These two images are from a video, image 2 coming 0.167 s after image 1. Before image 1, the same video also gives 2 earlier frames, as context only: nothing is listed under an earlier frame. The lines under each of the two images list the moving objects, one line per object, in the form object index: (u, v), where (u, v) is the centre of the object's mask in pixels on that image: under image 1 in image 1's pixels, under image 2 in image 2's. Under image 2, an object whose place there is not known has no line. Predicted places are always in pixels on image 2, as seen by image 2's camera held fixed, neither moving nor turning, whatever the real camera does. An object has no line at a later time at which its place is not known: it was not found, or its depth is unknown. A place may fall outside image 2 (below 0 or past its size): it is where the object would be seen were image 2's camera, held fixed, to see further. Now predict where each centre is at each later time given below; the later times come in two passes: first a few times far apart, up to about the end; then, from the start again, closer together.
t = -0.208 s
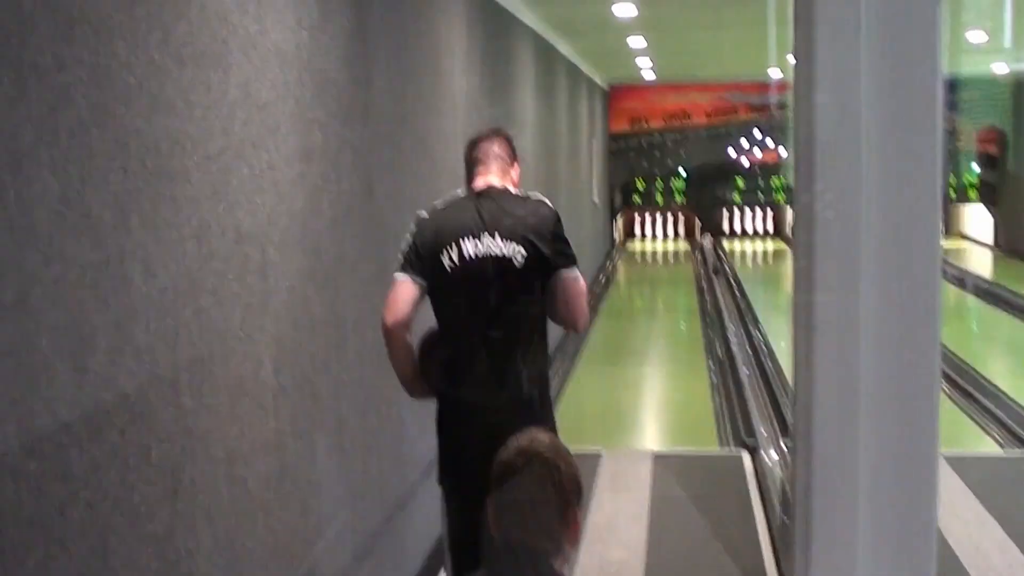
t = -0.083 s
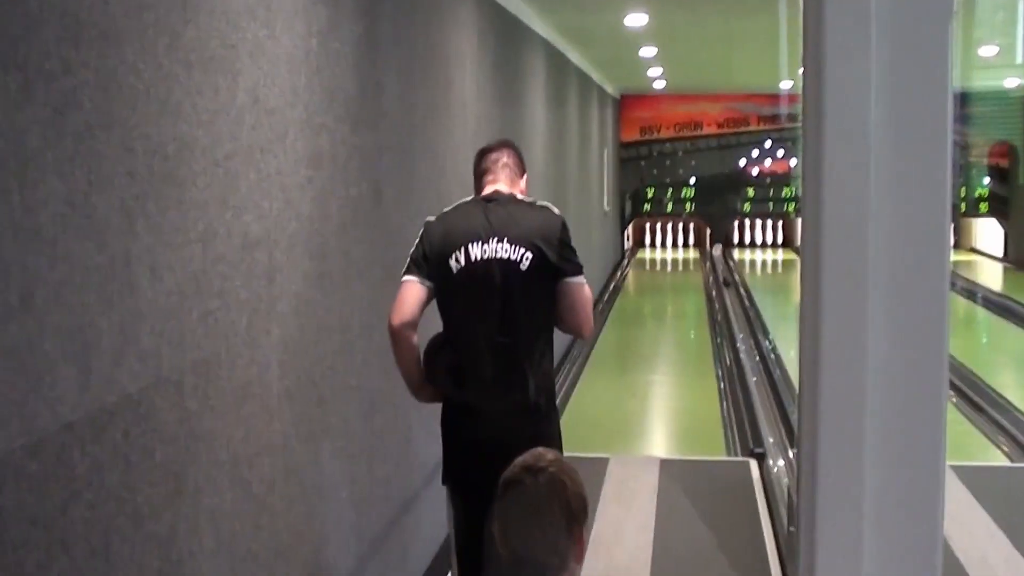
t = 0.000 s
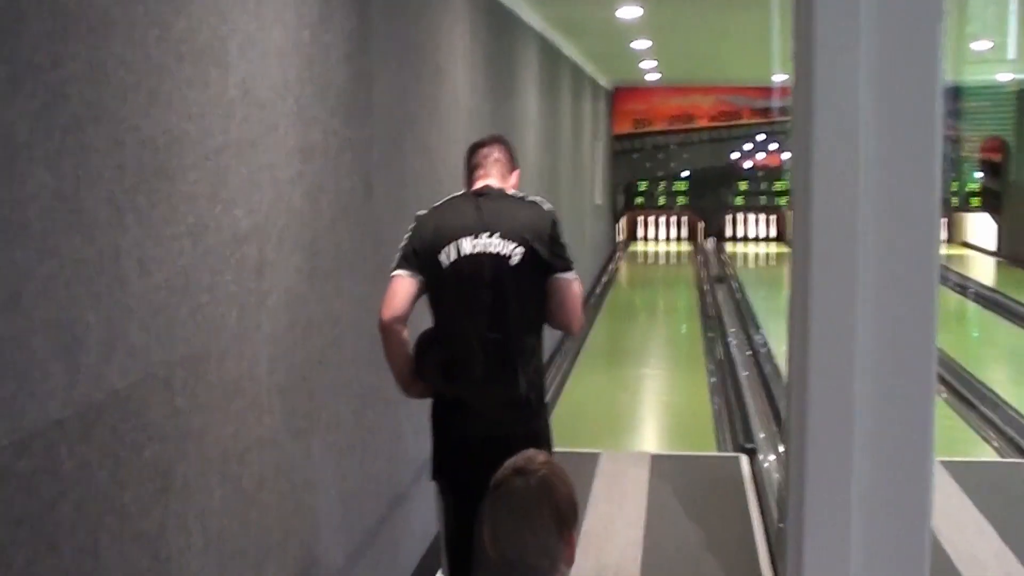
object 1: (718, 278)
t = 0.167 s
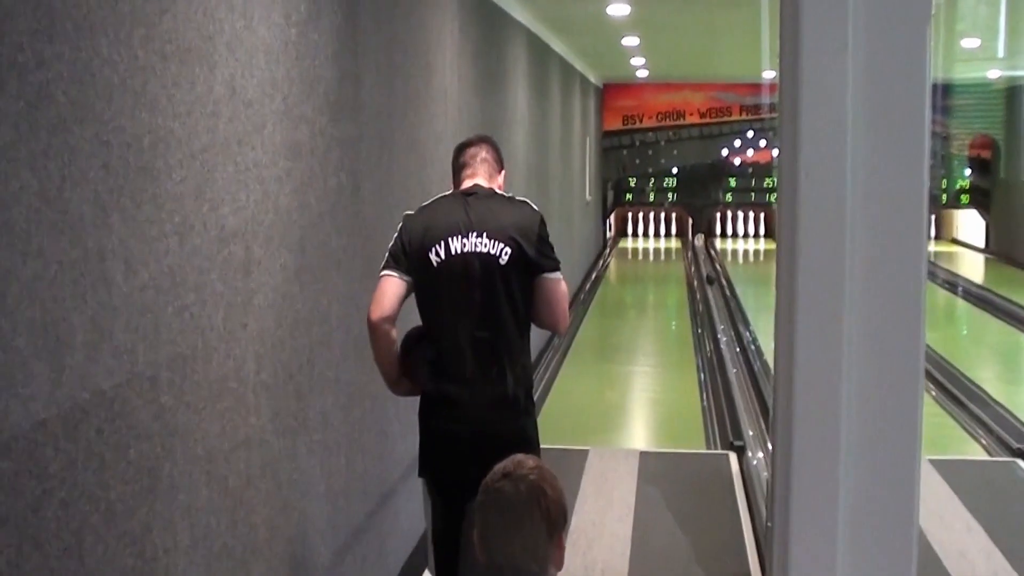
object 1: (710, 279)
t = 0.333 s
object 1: (710, 284)
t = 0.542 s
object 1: (712, 290)
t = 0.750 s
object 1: (715, 296)
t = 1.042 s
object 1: (719, 306)
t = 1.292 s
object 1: (721, 316)
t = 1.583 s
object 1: (725, 329)
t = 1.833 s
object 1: (729, 343)
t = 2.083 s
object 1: (734, 357)
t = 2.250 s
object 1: (737, 366)
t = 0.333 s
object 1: (710, 284)
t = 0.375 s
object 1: (711, 285)
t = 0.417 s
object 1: (712, 287)
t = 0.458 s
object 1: (712, 288)
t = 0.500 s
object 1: (712, 288)
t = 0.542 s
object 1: (712, 290)
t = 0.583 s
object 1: (713, 291)
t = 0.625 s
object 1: (713, 292)
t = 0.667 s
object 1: (713, 293)
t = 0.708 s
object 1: (714, 295)
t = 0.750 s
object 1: (715, 296)
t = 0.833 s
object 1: (716, 299)
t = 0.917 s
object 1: (717, 302)
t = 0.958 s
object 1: (717, 304)
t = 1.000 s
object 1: (718, 305)
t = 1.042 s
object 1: (719, 306)
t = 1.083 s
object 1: (719, 308)
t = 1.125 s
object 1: (719, 309)
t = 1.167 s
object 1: (719, 310)
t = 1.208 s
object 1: (719, 312)
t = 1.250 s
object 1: (721, 314)
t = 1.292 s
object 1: (721, 316)
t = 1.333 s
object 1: (721, 318)
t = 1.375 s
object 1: (722, 321)
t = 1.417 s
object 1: (722, 322)
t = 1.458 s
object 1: (723, 324)
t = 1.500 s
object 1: (723, 325)
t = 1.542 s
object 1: (724, 327)
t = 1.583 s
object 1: (725, 329)
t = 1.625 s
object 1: (726, 331)
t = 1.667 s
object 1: (726, 333)
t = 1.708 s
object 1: (727, 336)
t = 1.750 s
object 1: (727, 338)
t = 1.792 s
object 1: (728, 339)
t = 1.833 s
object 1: (729, 343)
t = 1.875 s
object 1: (730, 345)
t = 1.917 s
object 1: (731, 347)
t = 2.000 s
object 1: (732, 352)
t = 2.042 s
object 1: (733, 355)
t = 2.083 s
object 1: (734, 357)
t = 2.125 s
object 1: (735, 359)
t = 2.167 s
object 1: (735, 362)
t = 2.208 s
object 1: (736, 364)
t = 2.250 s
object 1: (737, 366)
